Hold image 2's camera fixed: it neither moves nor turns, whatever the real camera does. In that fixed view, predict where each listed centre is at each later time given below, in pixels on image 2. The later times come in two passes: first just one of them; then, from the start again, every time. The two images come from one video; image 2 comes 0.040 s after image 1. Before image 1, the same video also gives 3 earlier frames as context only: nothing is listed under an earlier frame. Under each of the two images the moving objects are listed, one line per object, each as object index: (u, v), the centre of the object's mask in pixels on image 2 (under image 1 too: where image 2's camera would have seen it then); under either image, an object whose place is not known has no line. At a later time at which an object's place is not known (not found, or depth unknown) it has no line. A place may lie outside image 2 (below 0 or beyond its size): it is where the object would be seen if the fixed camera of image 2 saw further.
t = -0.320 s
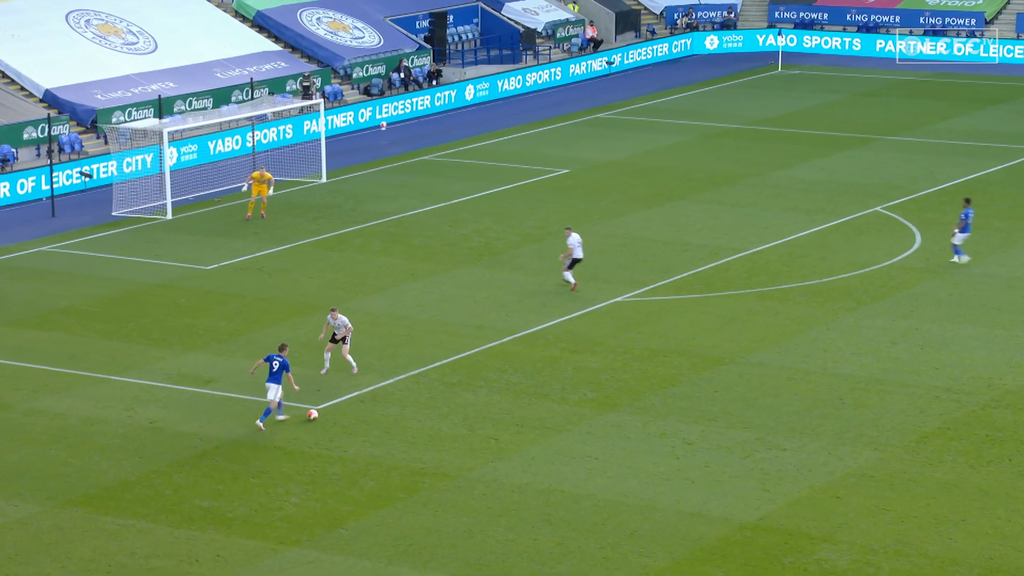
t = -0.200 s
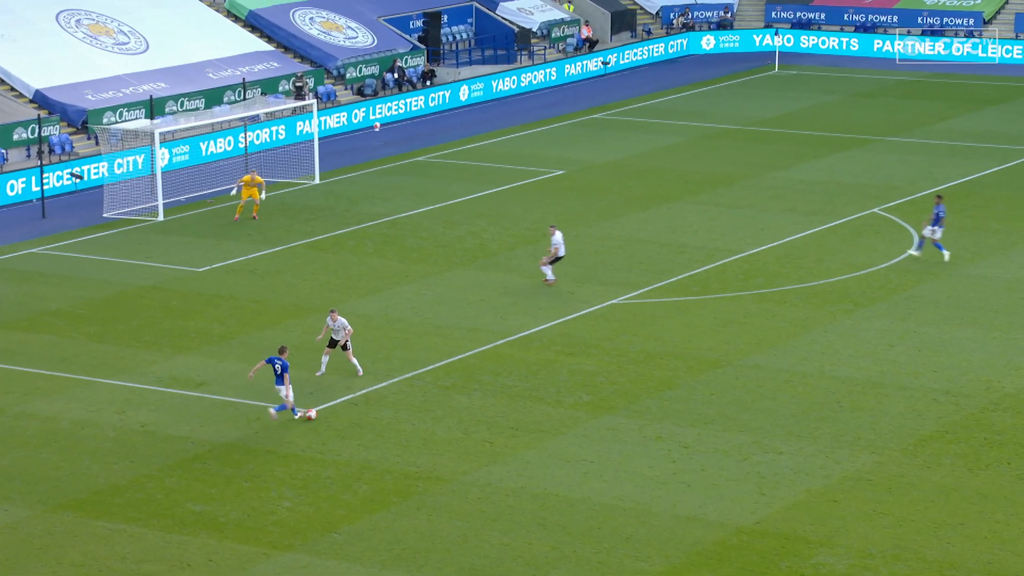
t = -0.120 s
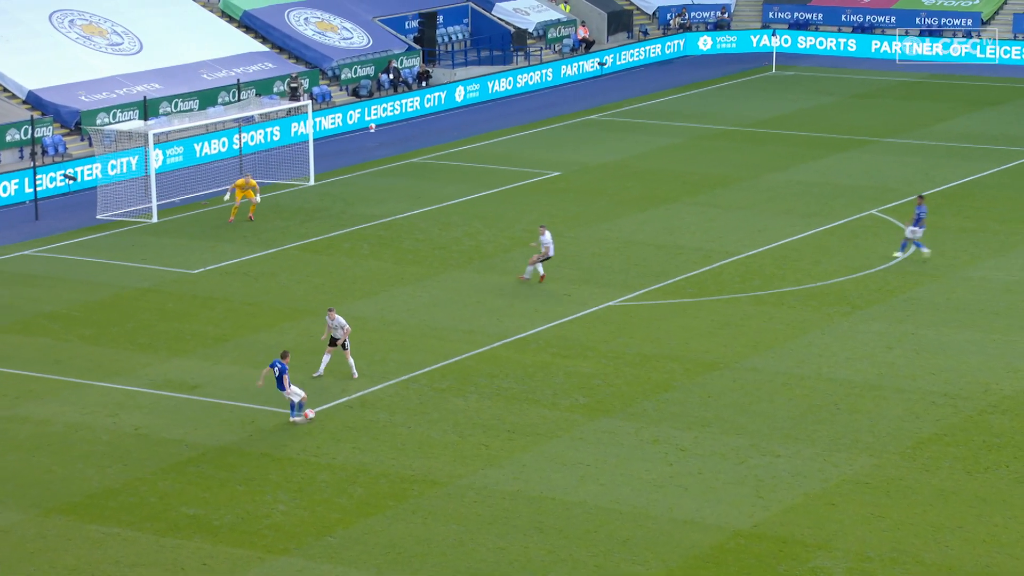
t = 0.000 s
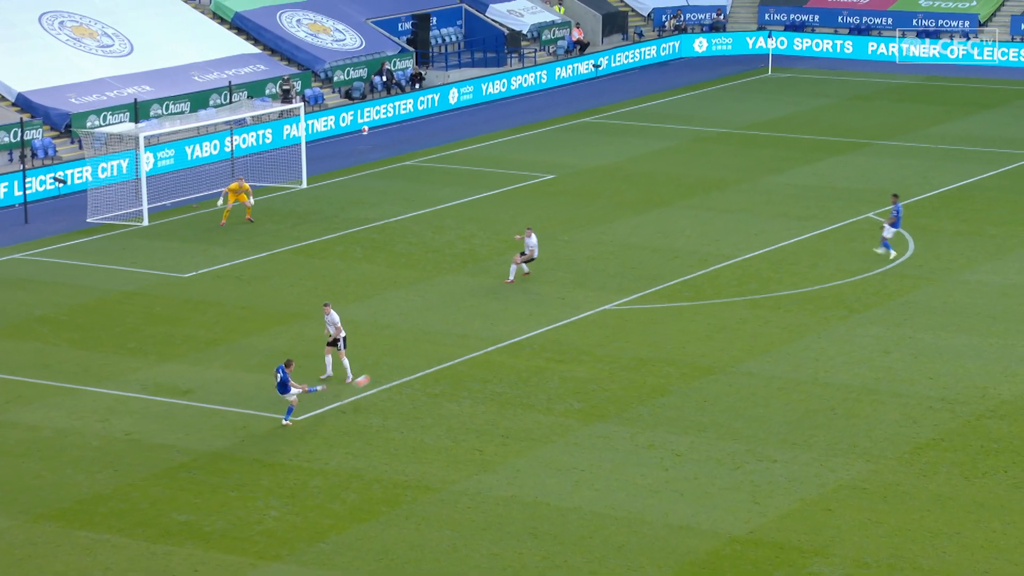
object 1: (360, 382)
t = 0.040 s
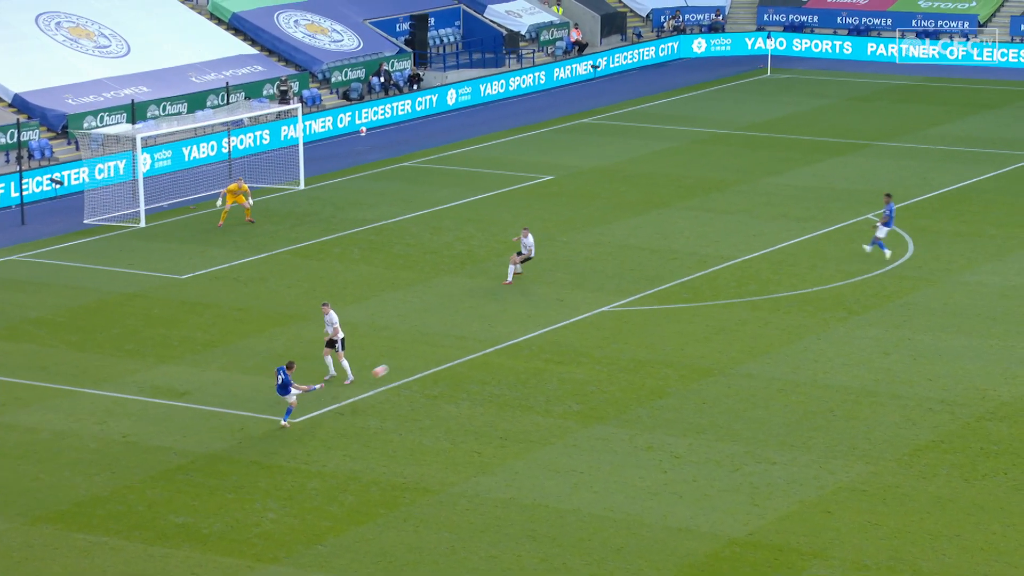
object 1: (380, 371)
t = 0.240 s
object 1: (470, 329)
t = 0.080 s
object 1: (400, 360)
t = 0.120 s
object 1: (419, 351)
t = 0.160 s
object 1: (437, 342)
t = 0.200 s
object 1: (454, 335)
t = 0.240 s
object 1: (470, 329)
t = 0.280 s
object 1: (485, 324)
